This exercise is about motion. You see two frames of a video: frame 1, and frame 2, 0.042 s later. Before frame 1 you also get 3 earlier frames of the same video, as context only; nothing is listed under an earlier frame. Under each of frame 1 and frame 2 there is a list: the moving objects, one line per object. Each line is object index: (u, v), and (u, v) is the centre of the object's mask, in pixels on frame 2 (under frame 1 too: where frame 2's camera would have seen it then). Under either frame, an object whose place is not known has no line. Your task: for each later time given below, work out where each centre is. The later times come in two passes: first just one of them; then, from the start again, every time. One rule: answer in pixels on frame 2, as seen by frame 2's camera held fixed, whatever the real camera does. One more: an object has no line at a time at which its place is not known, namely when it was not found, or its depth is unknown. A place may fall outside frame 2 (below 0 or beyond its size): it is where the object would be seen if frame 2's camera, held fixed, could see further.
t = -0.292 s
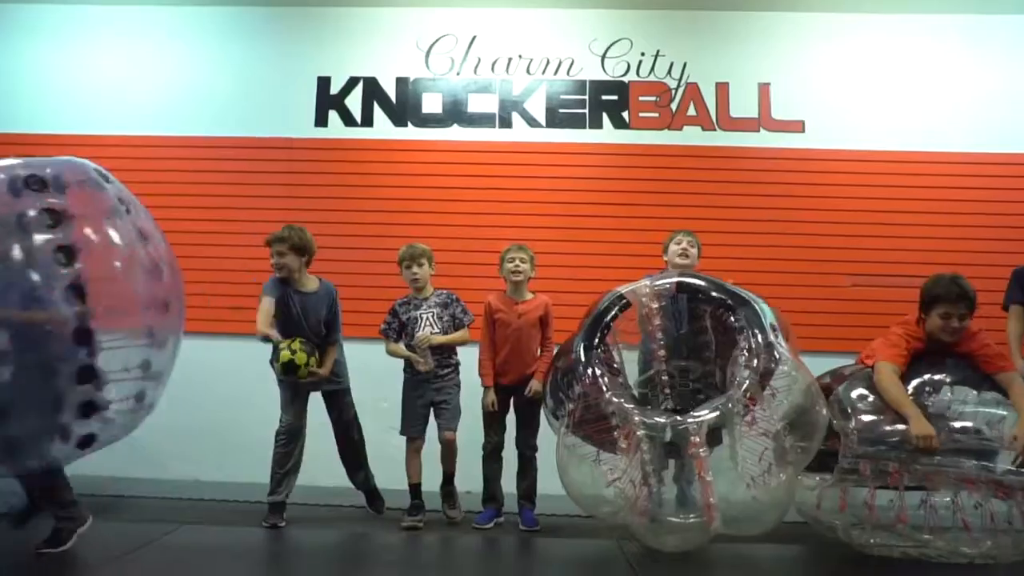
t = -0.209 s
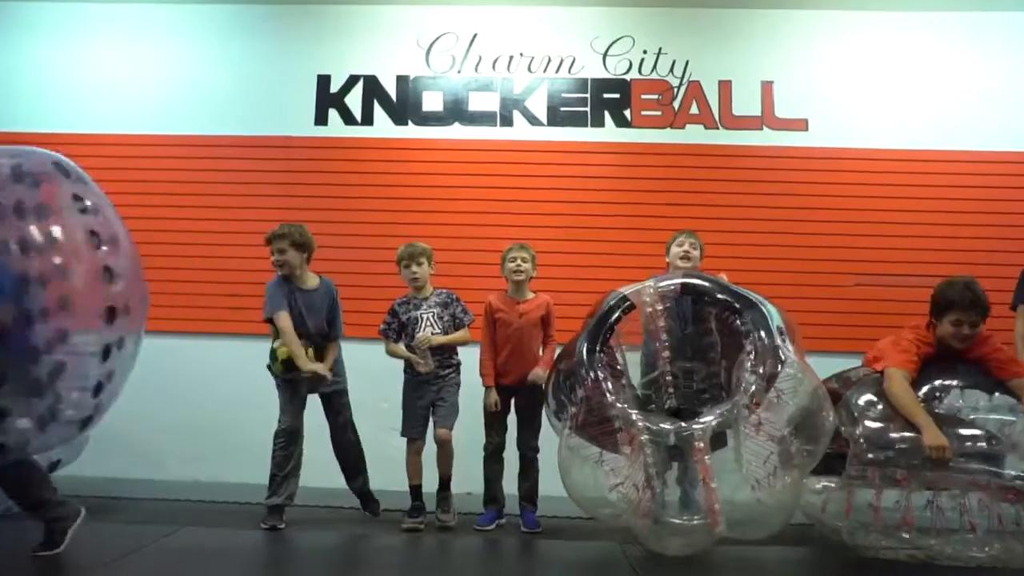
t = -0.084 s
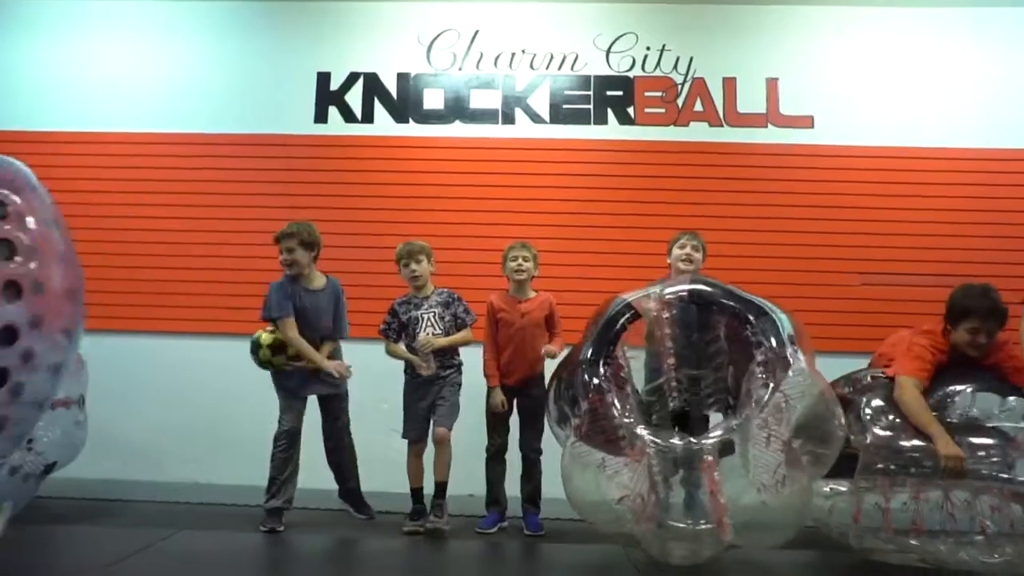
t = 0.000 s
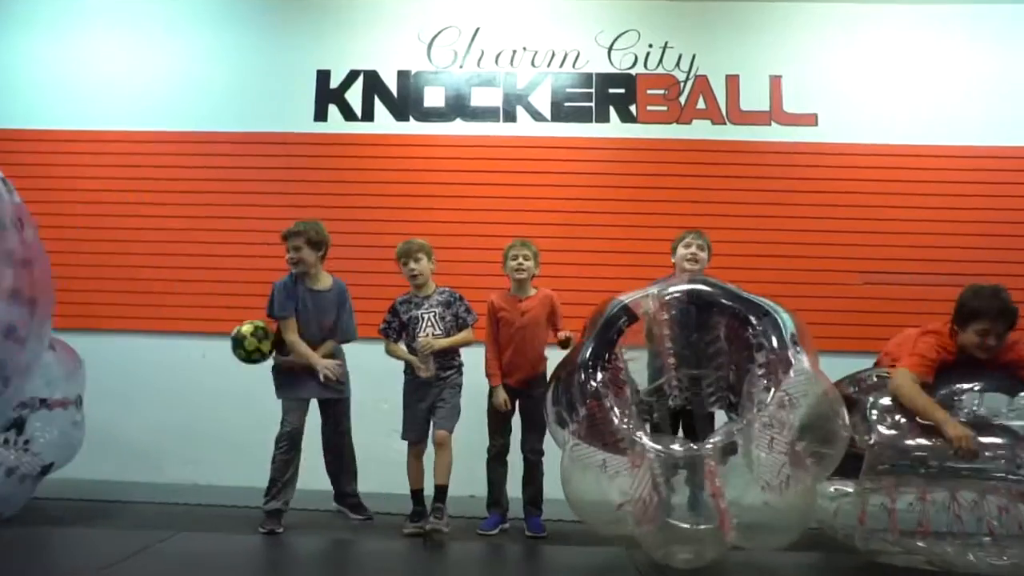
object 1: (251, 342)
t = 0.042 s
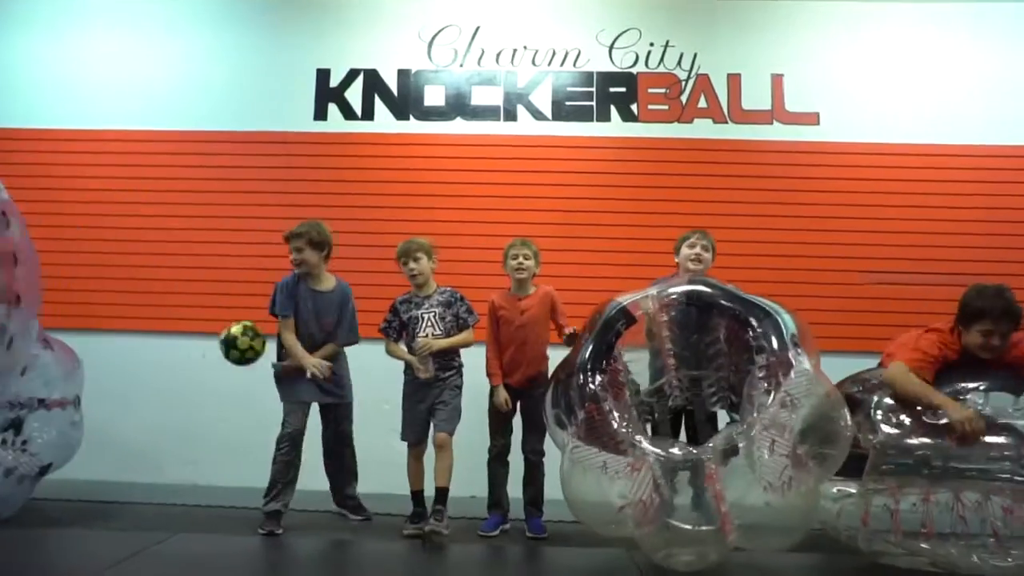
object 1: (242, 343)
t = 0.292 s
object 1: (180, 430)
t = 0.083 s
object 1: (233, 348)
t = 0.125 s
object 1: (222, 357)
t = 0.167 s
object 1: (212, 370)
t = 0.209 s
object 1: (202, 386)
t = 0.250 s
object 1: (191, 406)
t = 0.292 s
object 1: (180, 430)
